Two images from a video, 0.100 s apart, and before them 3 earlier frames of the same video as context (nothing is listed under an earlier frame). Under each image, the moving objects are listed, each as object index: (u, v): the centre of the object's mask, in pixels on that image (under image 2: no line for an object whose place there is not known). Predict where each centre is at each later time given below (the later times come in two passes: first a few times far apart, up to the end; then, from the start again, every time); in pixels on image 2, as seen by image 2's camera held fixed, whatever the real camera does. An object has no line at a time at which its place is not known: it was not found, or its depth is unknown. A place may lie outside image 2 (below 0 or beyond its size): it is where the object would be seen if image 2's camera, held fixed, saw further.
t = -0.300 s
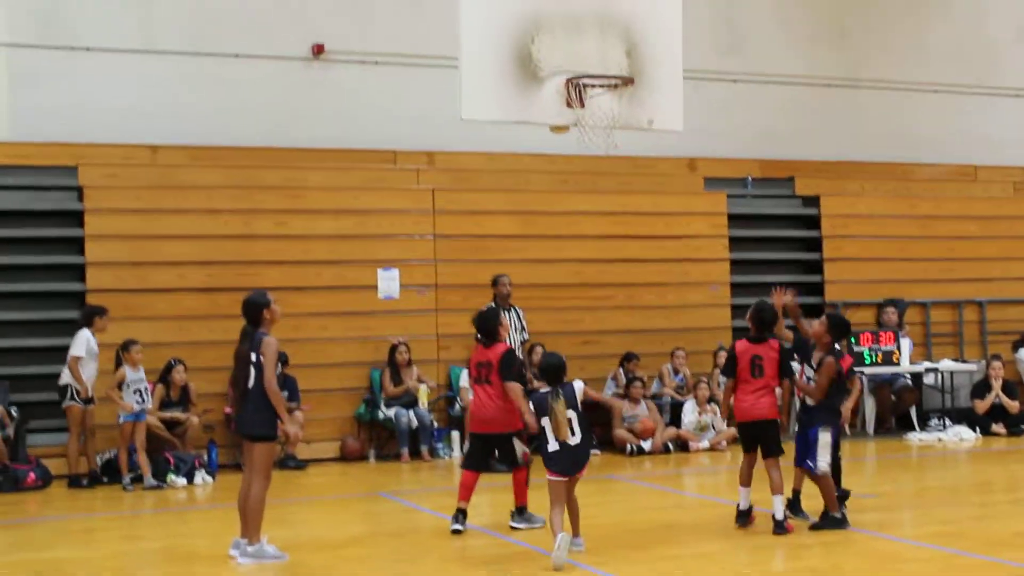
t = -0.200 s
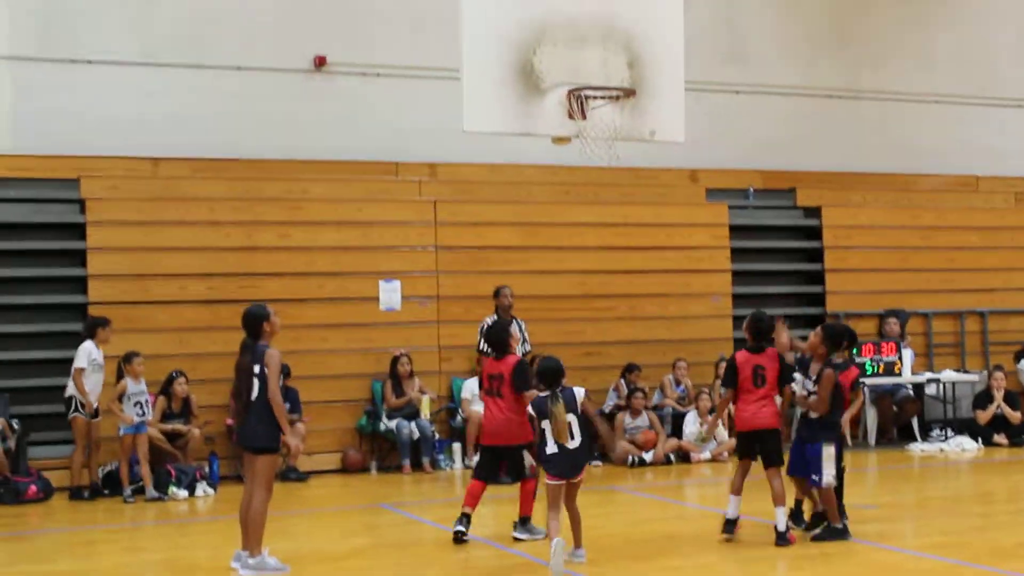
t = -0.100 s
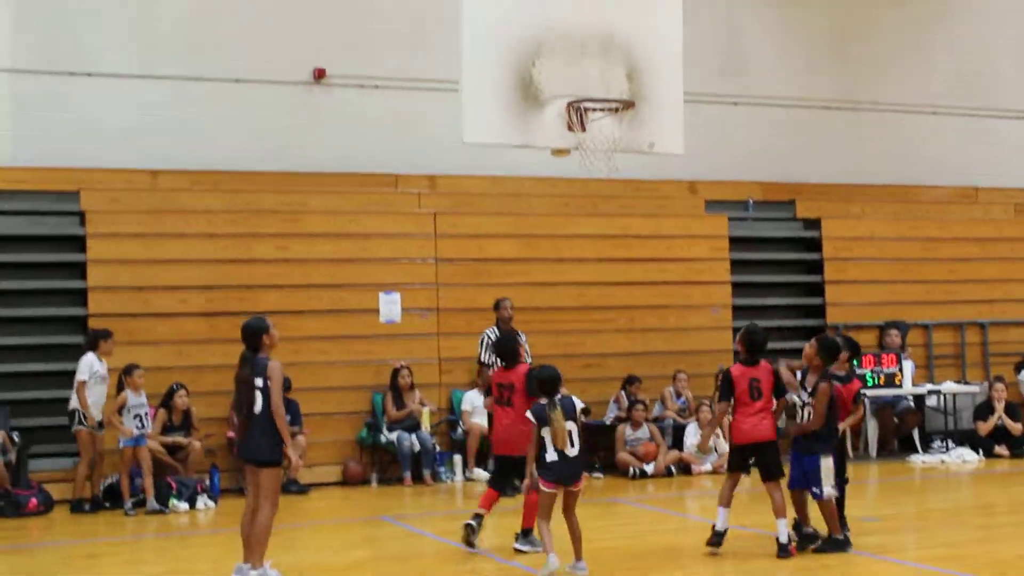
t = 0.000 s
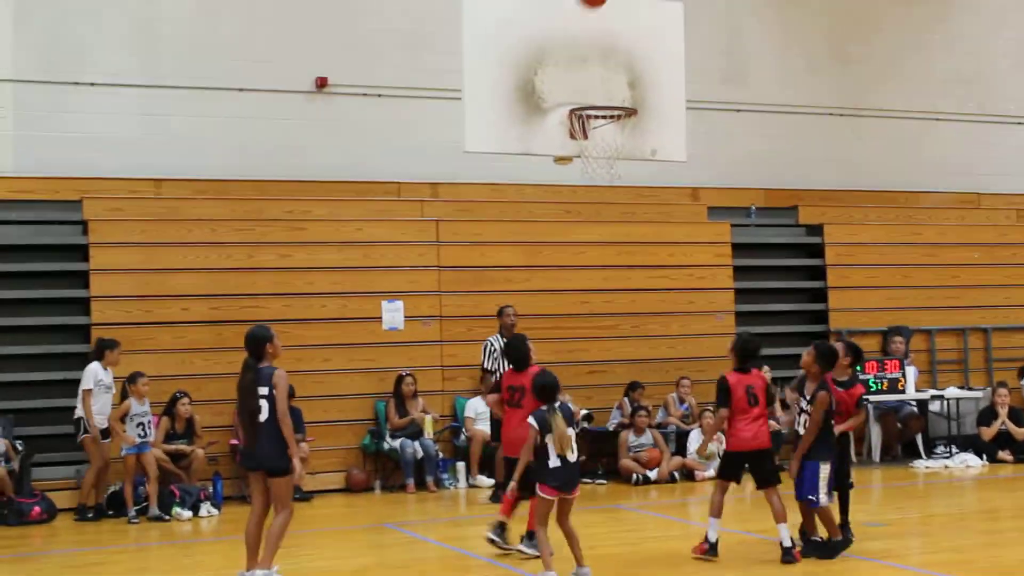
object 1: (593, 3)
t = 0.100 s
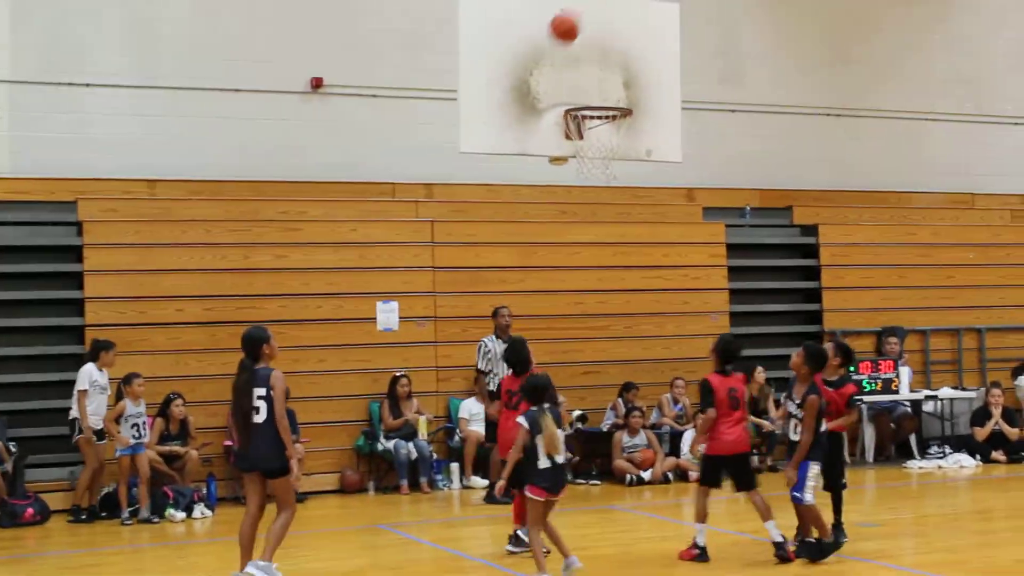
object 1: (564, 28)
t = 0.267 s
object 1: (526, 115)
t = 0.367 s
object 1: (528, 158)
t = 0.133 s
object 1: (557, 42)
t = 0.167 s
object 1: (549, 56)
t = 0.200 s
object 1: (541, 74)
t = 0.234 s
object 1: (532, 96)
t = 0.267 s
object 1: (526, 115)
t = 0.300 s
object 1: (526, 128)
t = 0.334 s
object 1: (526, 142)
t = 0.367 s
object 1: (528, 158)
